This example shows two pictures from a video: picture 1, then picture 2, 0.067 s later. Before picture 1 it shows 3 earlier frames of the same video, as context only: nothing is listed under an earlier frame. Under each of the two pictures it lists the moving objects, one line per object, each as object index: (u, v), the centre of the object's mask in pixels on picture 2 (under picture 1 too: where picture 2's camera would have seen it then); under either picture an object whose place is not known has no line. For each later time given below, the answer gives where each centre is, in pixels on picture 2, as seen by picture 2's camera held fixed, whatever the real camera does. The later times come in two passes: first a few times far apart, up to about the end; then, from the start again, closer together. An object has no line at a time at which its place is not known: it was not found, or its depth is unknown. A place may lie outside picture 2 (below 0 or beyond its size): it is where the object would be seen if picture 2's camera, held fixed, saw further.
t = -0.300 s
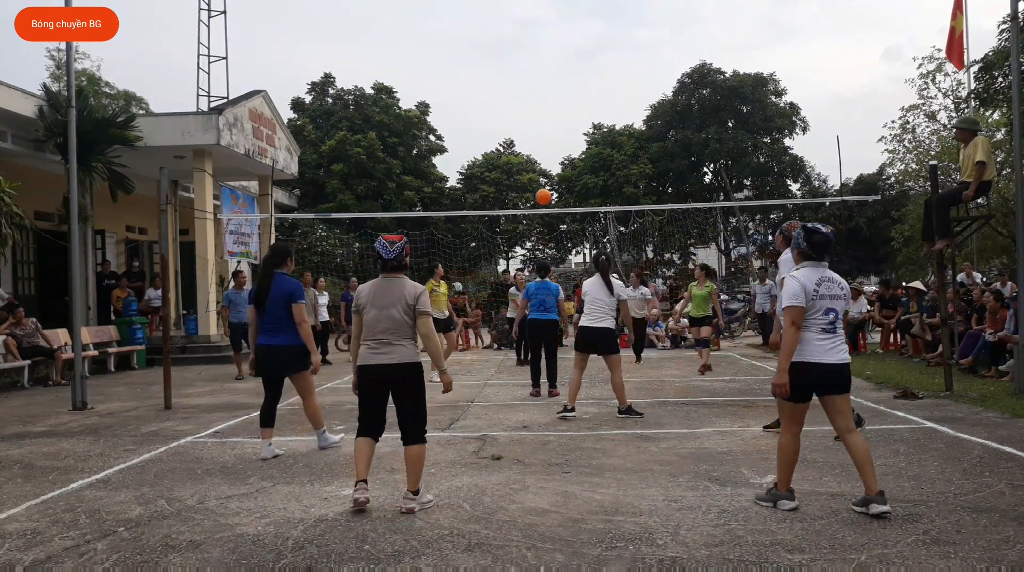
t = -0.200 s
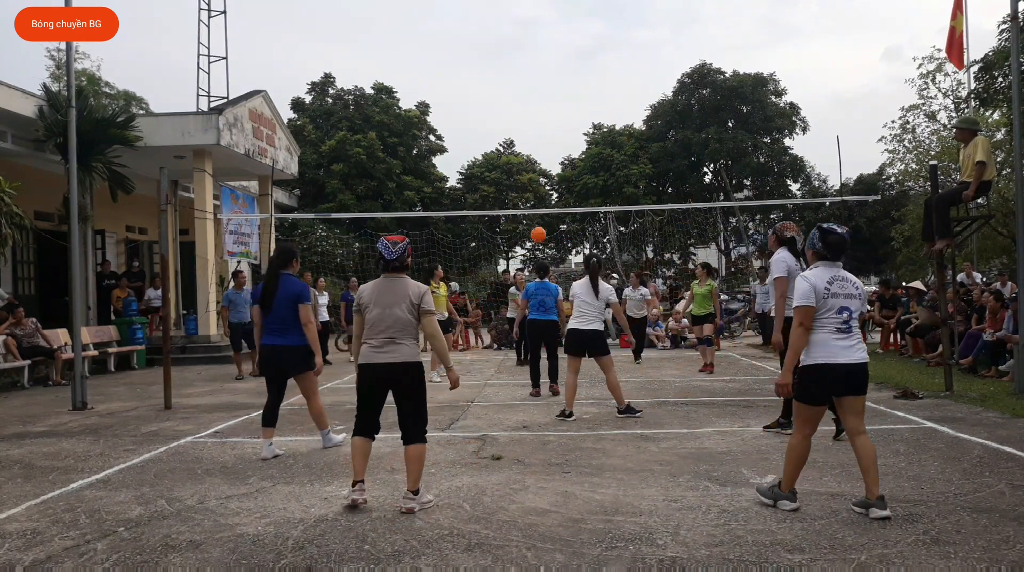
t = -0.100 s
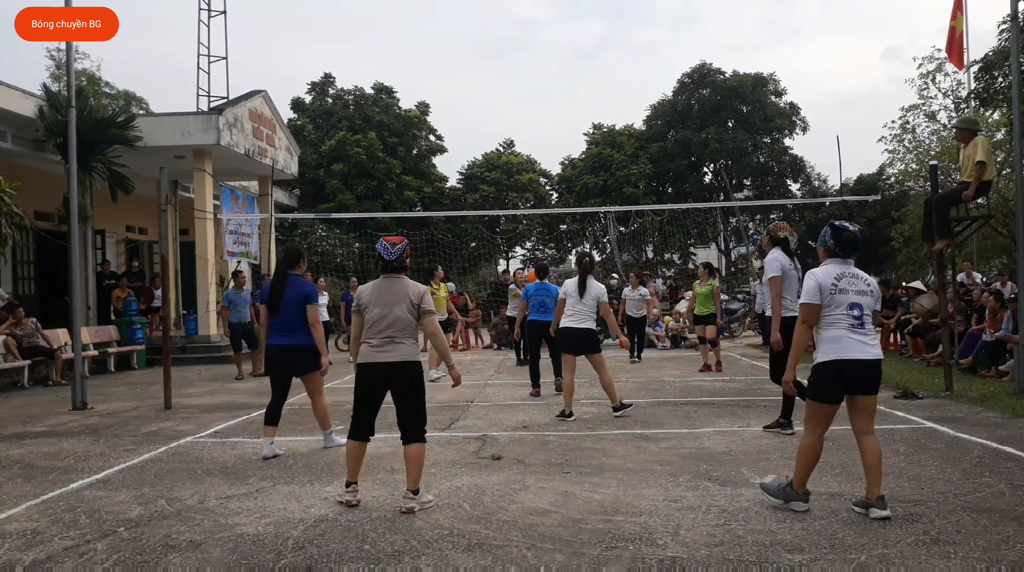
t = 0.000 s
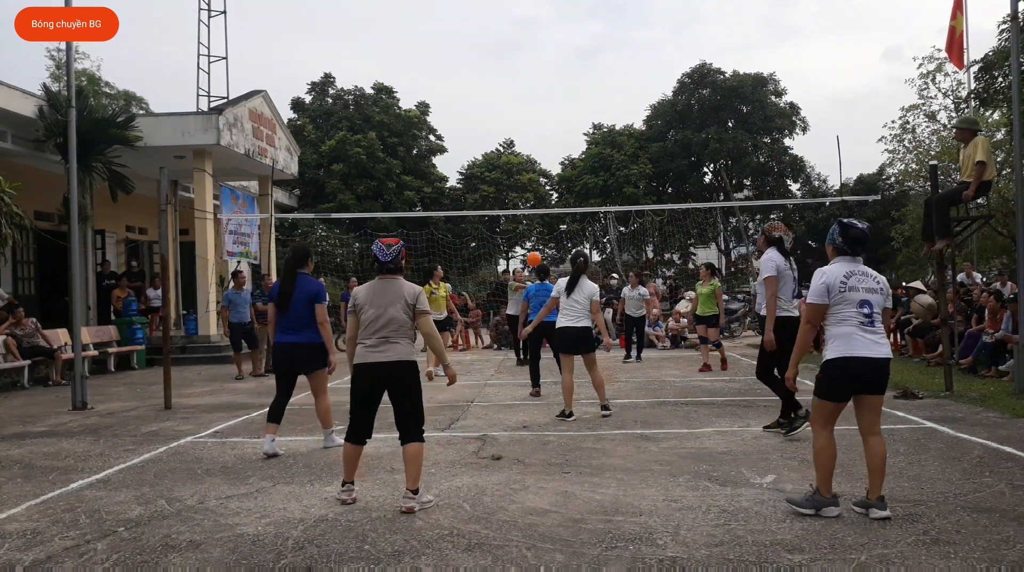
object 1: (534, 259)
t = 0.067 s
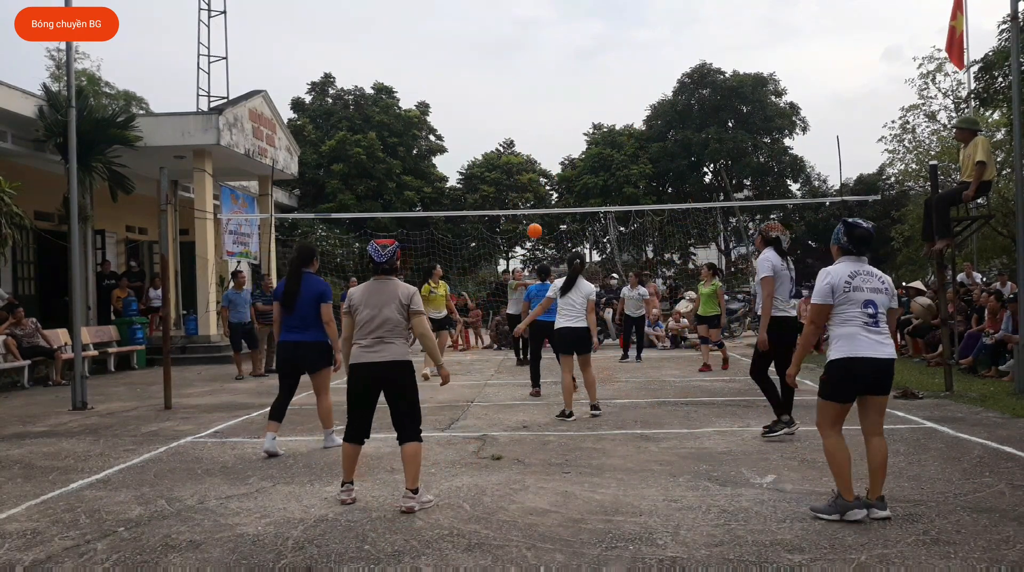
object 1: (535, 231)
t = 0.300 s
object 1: (539, 150)
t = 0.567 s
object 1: (545, 97)
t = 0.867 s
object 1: (555, 93)
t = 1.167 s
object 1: (568, 160)
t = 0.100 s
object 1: (535, 219)
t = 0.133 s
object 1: (536, 203)
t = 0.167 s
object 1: (536, 193)
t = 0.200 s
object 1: (537, 181)
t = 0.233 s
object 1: (537, 170)
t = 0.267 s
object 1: (538, 159)
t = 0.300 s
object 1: (539, 150)
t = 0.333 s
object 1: (539, 141)
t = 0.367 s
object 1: (540, 133)
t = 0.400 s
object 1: (541, 125)
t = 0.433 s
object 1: (542, 118)
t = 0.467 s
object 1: (543, 112)
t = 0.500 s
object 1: (544, 106)
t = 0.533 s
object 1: (544, 101)
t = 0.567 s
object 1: (545, 97)
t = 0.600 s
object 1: (546, 93)
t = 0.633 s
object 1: (548, 91)
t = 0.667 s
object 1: (549, 88)
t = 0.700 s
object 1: (550, 87)
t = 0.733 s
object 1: (551, 87)
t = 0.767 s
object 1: (552, 87)
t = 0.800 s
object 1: (553, 88)
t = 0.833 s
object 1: (554, 90)
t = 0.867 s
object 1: (555, 93)
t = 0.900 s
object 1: (556, 97)
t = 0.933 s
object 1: (558, 101)
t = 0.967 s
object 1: (559, 107)
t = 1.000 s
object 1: (560, 113)
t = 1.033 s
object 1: (562, 121)
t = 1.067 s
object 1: (563, 129)
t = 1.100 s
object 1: (565, 138)
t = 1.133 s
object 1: (566, 148)
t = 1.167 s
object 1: (568, 160)
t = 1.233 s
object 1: (571, 184)
